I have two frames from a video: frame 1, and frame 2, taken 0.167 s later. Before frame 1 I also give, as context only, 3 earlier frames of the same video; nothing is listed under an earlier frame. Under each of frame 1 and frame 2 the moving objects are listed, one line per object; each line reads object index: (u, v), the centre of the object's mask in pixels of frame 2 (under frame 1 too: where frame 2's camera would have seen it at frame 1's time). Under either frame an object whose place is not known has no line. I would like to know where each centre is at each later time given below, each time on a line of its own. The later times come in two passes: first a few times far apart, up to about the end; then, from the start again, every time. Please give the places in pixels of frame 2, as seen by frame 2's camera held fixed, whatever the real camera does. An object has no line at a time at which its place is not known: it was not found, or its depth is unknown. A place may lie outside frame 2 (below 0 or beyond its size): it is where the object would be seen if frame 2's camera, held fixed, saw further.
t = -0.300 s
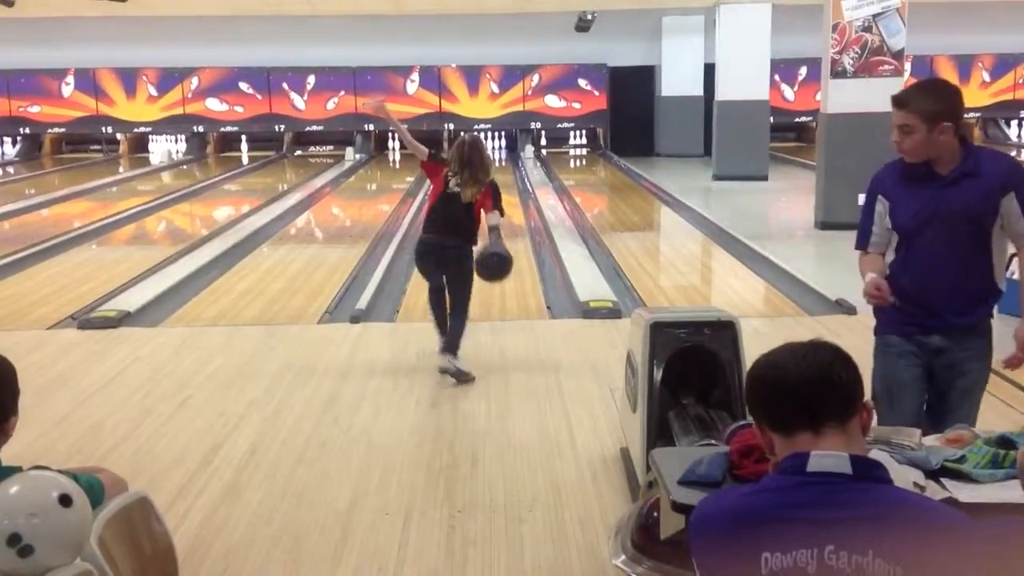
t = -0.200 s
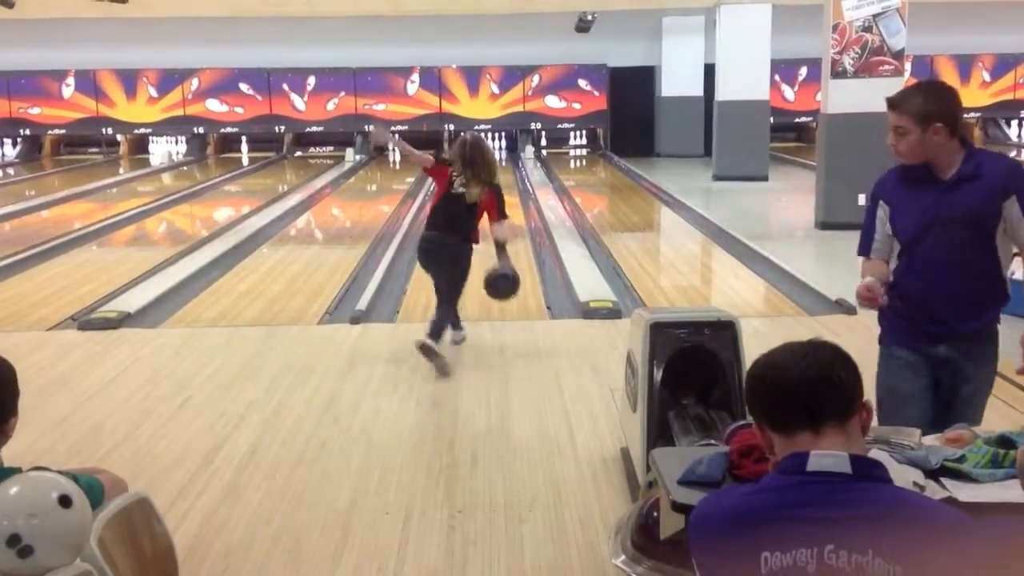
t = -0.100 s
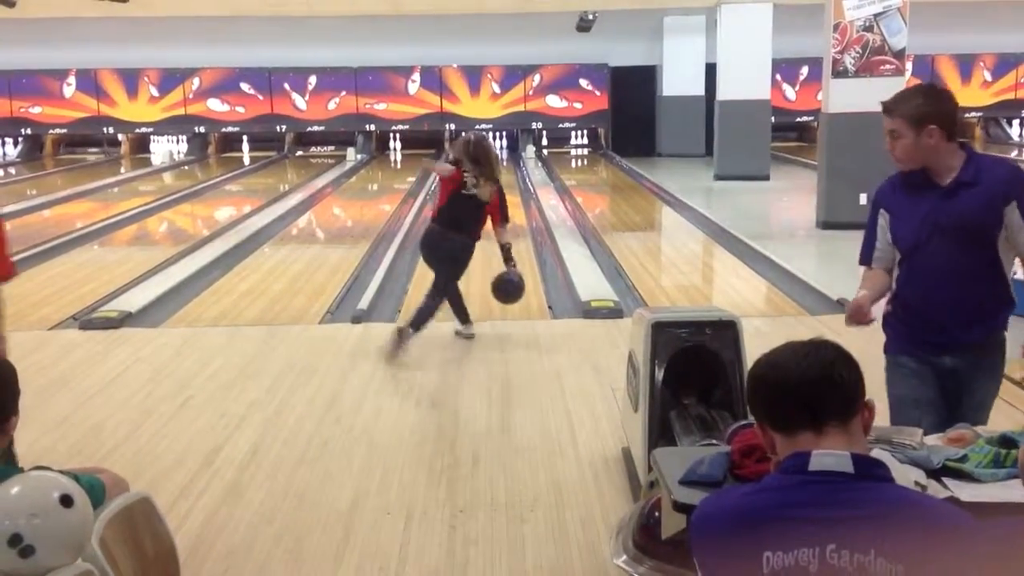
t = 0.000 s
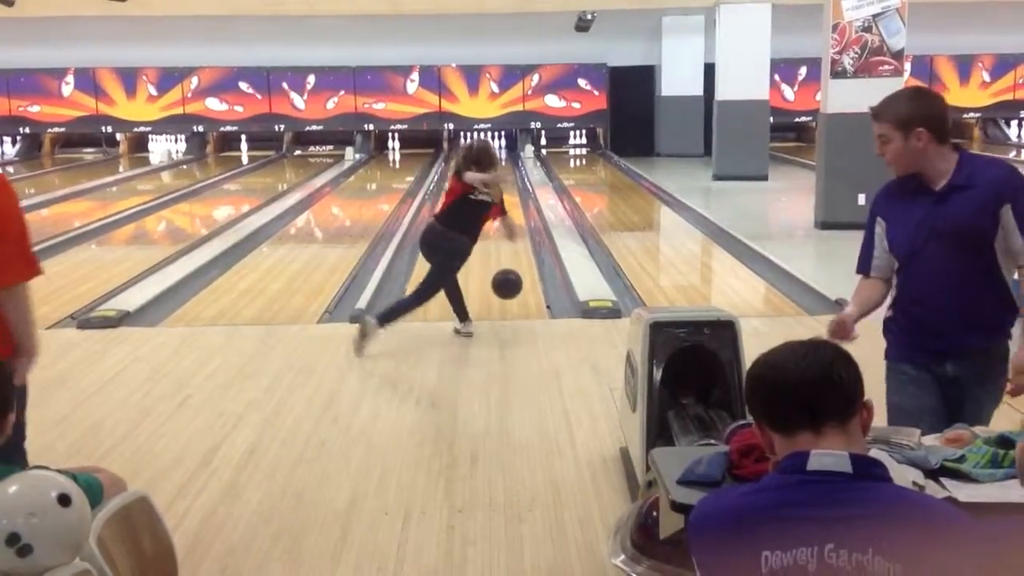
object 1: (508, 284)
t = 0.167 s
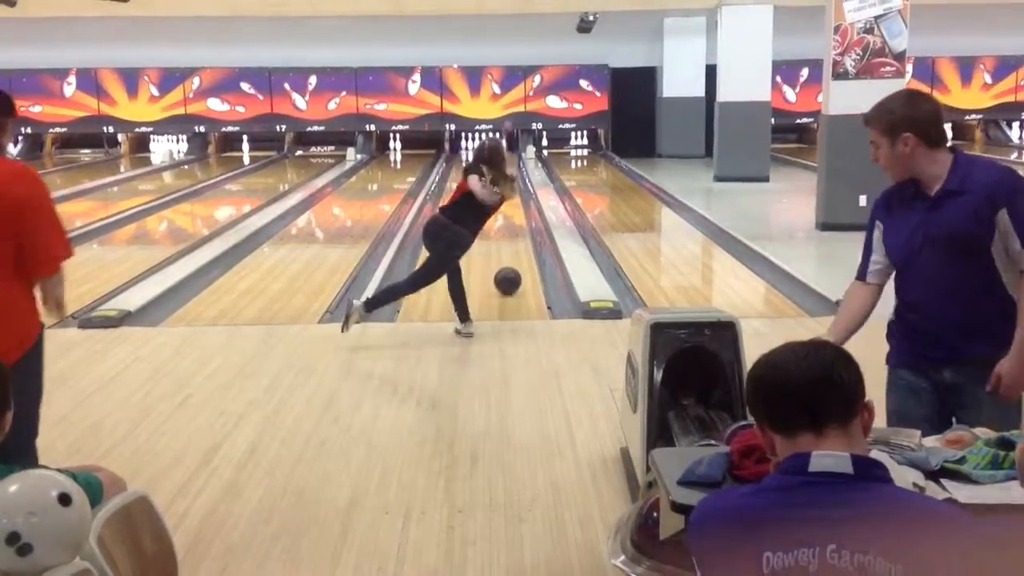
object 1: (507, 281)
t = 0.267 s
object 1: (507, 268)
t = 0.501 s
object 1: (506, 243)
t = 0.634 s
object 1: (506, 232)
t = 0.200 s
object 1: (507, 276)
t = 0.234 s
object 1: (507, 272)
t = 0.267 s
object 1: (507, 268)
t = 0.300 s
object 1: (507, 264)
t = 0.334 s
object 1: (507, 260)
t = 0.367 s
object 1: (506, 256)
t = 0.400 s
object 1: (506, 253)
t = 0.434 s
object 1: (506, 249)
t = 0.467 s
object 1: (506, 246)
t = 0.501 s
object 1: (506, 243)
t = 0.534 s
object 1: (506, 240)
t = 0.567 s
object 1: (506, 237)
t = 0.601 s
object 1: (506, 235)
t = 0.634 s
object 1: (506, 232)
